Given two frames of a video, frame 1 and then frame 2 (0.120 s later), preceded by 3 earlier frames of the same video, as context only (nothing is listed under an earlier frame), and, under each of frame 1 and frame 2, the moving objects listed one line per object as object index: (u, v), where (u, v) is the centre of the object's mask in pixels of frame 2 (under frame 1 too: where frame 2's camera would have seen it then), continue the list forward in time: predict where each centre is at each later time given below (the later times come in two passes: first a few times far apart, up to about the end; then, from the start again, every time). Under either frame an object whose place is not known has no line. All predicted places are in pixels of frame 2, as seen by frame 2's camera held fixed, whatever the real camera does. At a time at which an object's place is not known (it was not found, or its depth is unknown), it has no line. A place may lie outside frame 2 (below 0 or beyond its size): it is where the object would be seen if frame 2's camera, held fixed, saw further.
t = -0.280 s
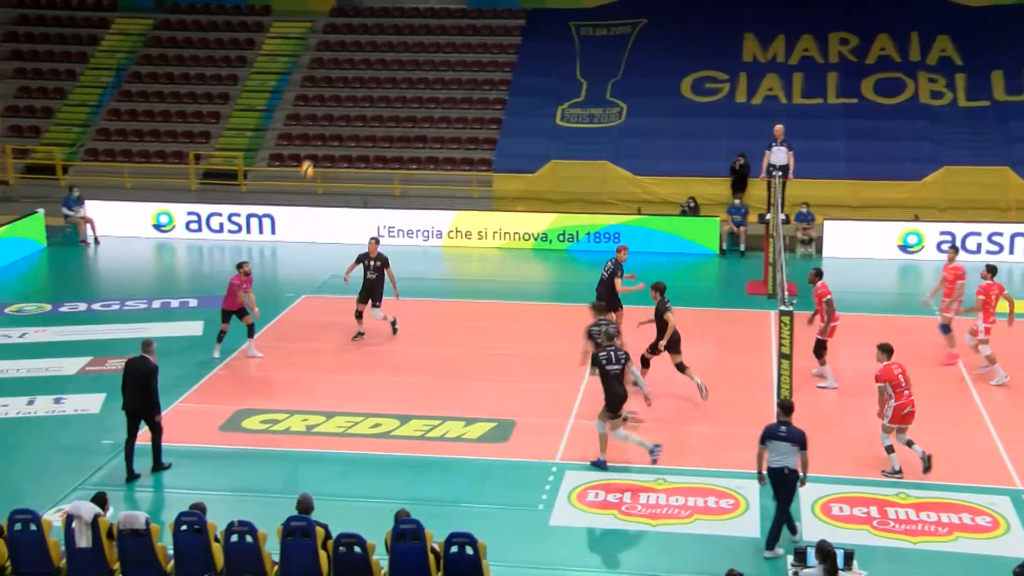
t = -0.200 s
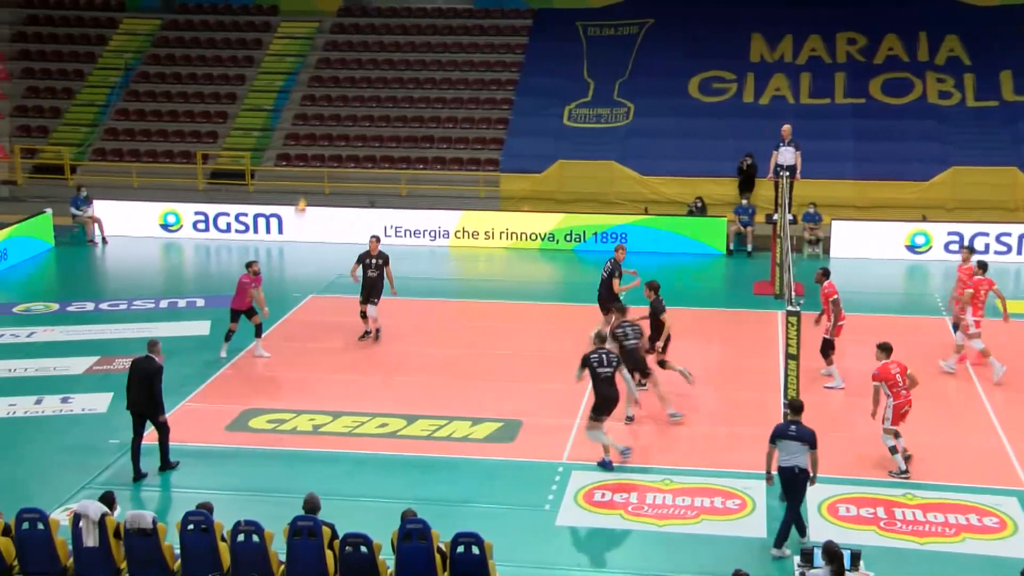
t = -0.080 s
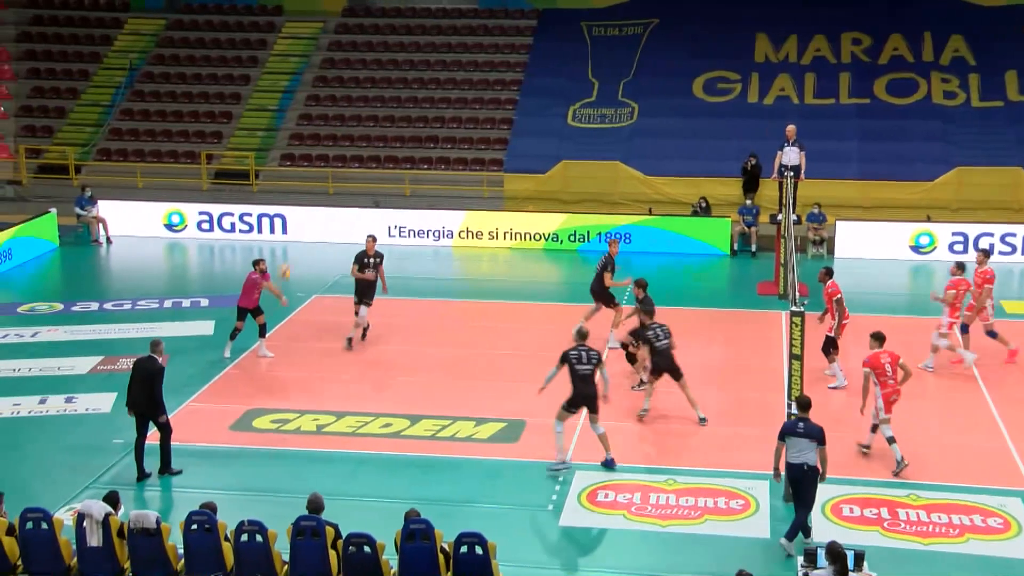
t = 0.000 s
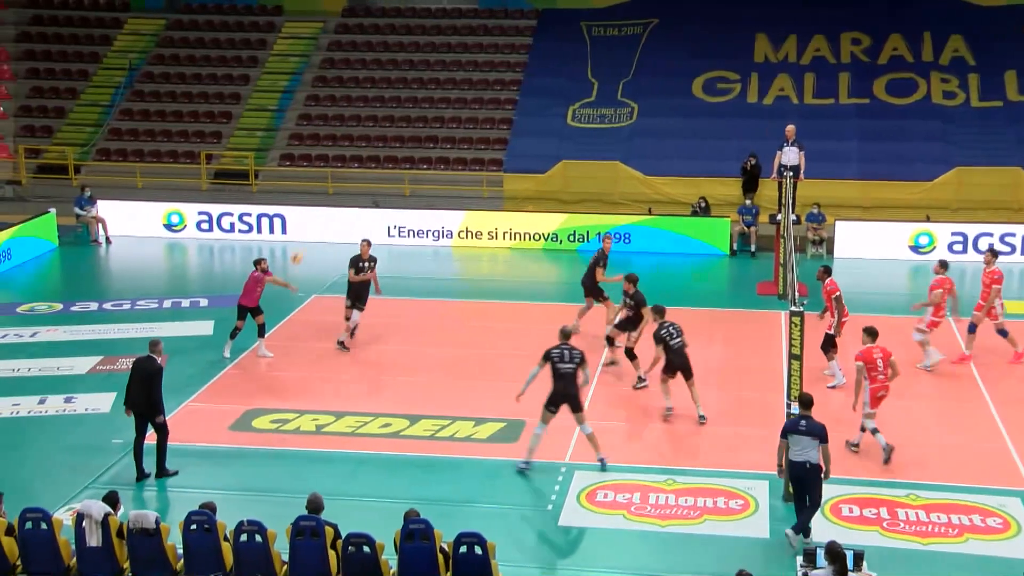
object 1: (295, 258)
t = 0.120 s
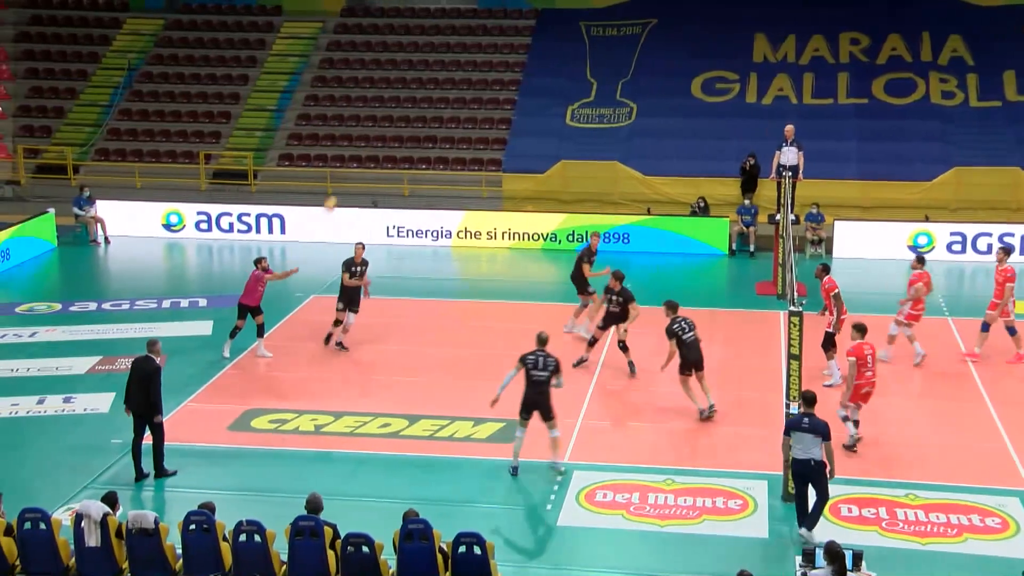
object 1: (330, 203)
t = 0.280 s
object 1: (376, 149)
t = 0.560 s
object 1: (457, 91)
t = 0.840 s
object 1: (537, 80)
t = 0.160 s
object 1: (341, 189)
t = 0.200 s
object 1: (352, 175)
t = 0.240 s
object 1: (365, 161)
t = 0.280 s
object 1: (376, 149)
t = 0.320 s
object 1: (387, 139)
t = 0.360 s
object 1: (399, 128)
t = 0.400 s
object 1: (411, 118)
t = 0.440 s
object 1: (422, 110)
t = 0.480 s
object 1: (434, 103)
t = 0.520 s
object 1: (445, 96)
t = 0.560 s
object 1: (457, 91)
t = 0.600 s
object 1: (468, 86)
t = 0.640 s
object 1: (480, 83)
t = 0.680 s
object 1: (491, 80)
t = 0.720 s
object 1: (503, 78)
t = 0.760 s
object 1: (514, 78)
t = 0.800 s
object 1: (526, 79)
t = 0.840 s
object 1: (537, 80)
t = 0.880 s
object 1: (548, 83)
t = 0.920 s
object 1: (560, 87)
